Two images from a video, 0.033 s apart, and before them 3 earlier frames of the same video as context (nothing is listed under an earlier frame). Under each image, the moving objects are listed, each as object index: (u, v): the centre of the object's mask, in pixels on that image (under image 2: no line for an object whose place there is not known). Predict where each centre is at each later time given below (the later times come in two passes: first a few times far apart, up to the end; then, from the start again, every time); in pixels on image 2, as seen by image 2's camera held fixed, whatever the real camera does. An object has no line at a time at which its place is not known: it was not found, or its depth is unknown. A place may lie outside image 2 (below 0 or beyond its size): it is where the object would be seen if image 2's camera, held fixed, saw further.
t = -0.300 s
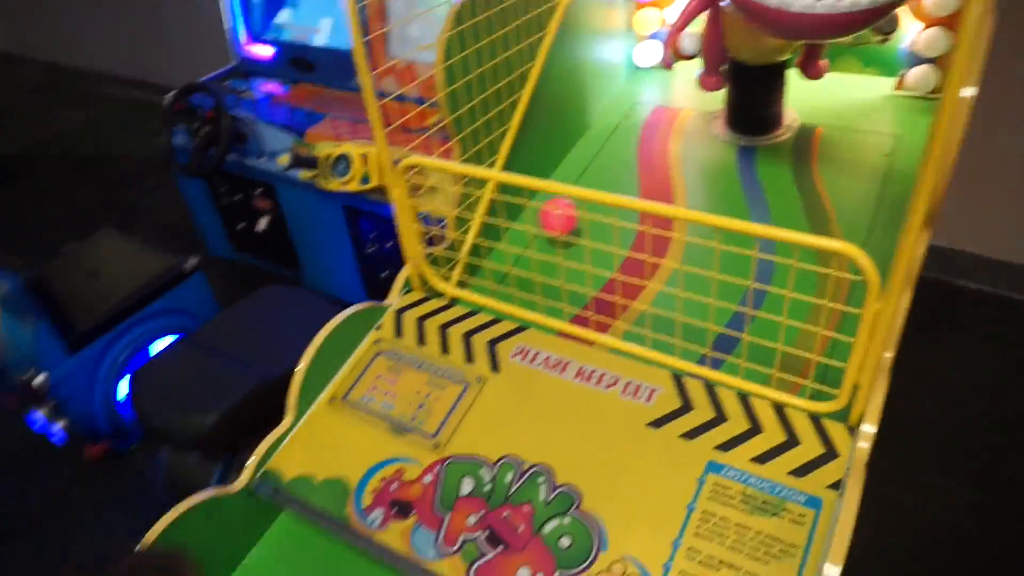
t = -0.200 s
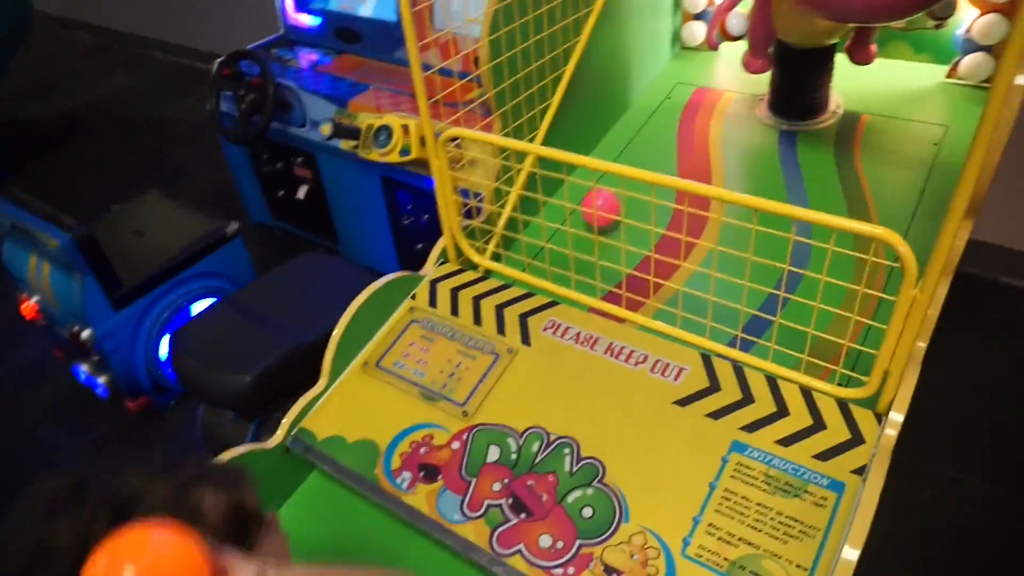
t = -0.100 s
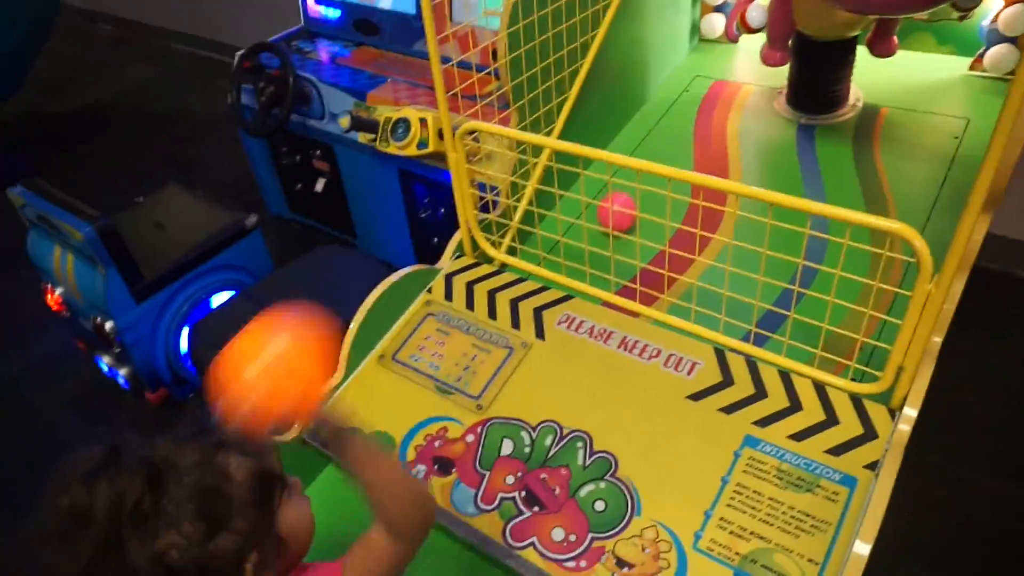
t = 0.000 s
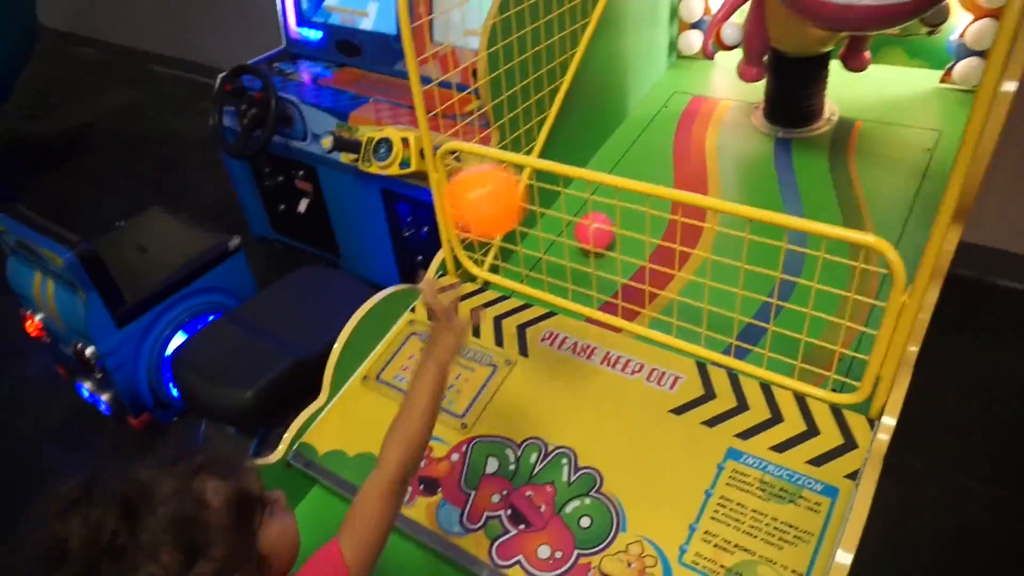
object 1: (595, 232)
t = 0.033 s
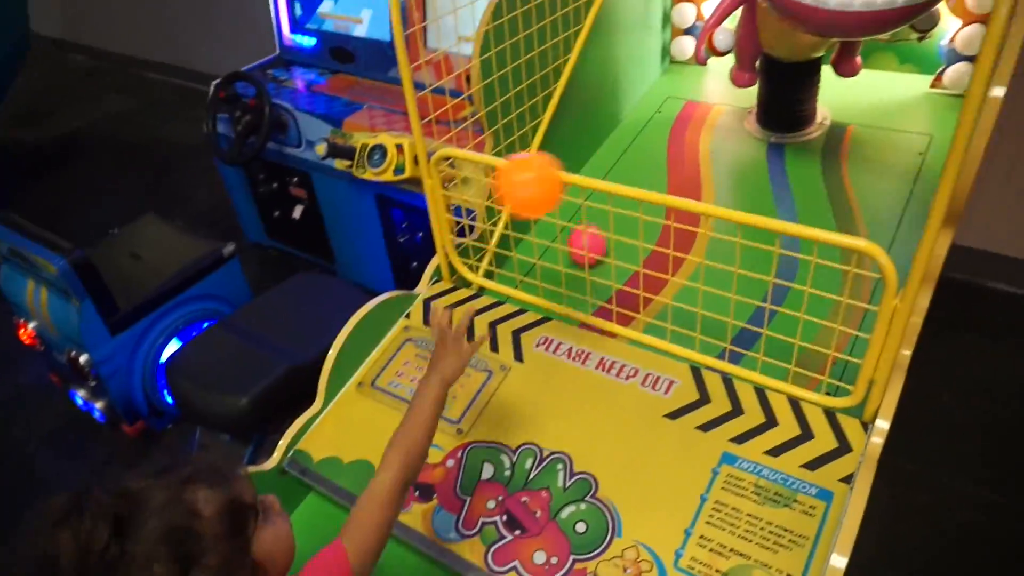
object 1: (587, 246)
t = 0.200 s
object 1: (567, 263)
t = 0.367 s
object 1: (538, 283)
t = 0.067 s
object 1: (584, 247)
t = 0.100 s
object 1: (580, 250)
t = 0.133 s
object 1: (577, 256)
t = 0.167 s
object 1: (572, 259)
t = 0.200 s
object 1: (567, 263)
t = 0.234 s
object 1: (561, 268)
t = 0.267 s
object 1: (557, 272)
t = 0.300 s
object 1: (549, 277)
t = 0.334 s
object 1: (543, 282)
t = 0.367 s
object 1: (538, 283)
